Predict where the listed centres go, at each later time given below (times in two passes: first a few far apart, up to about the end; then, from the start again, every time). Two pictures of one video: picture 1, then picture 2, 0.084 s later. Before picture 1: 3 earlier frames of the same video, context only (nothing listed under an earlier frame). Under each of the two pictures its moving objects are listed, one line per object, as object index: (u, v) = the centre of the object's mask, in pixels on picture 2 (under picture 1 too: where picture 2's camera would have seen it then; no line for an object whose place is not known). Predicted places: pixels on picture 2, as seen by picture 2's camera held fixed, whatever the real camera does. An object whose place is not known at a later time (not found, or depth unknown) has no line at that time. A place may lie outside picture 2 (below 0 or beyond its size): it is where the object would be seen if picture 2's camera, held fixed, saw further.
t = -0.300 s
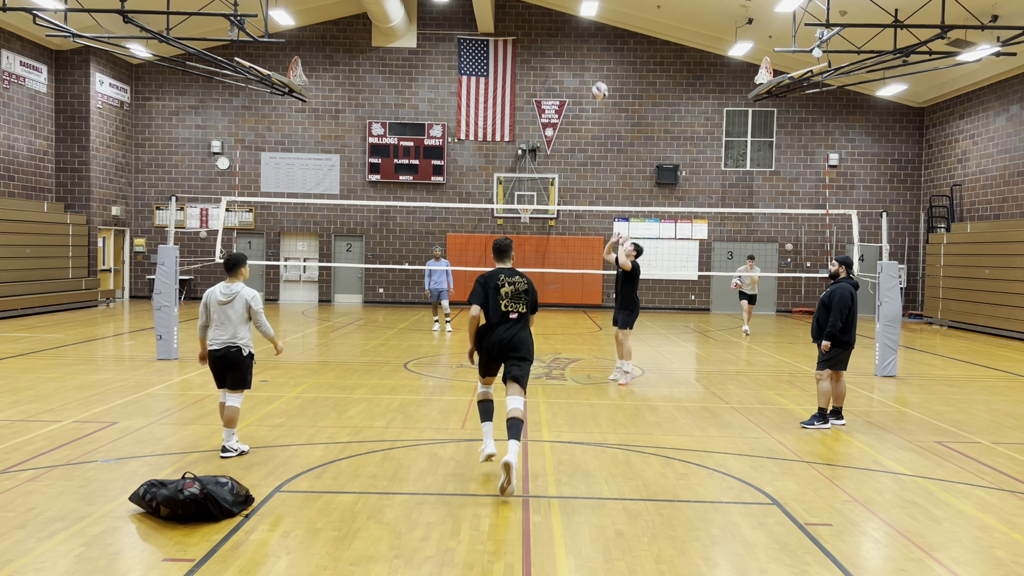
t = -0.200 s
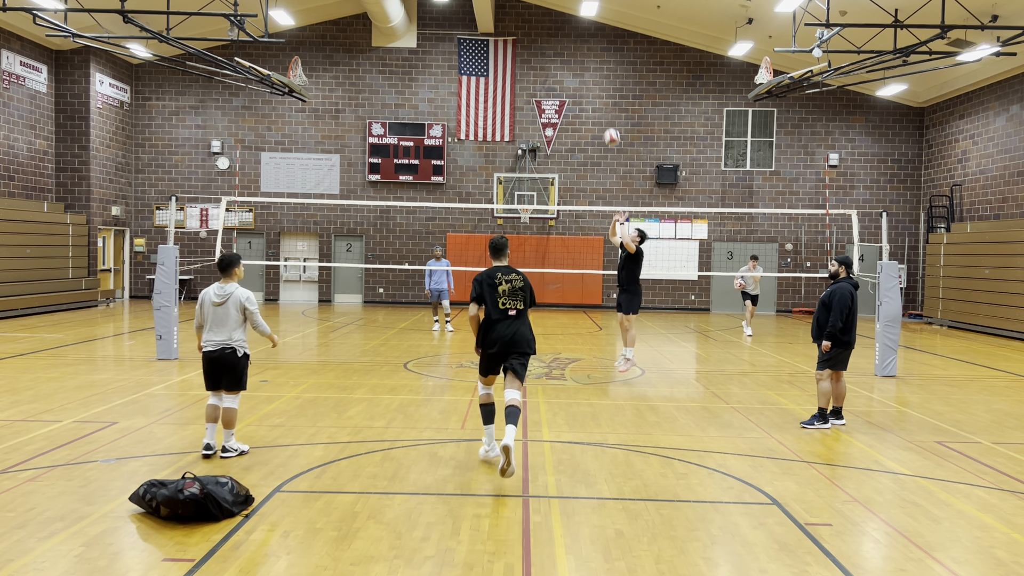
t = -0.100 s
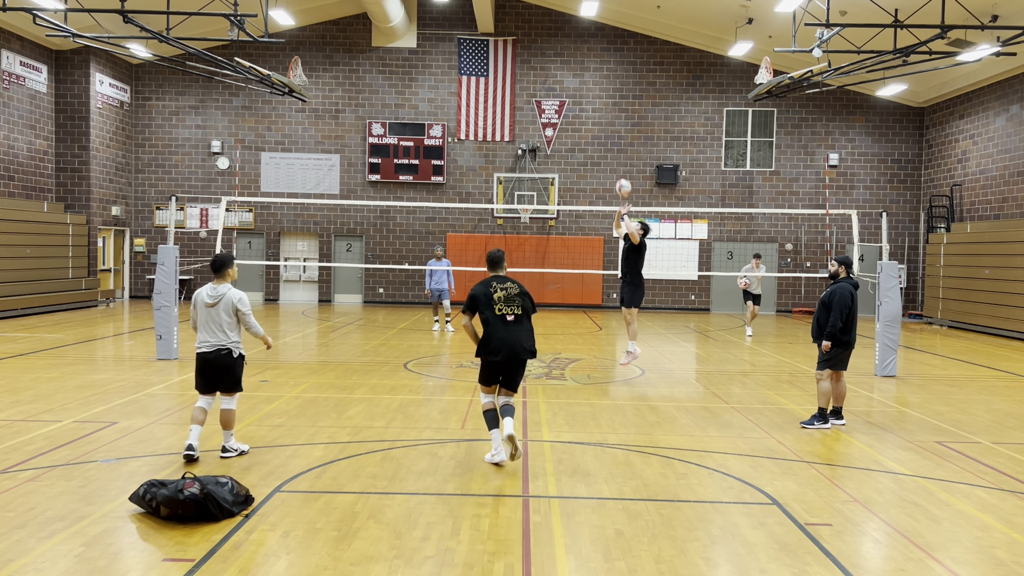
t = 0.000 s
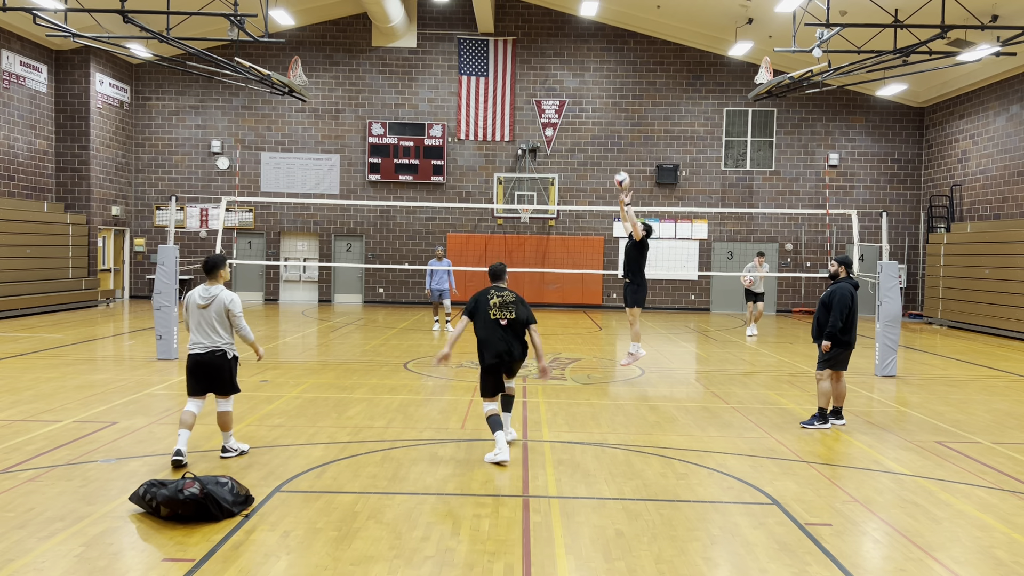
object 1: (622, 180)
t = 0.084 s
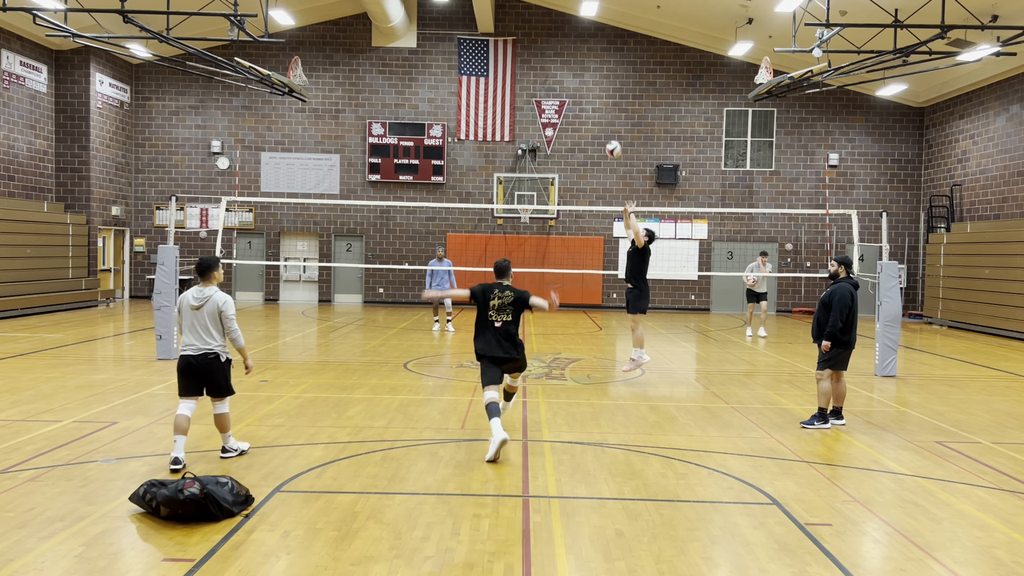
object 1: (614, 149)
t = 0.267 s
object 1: (594, 98)
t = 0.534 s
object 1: (563, 67)
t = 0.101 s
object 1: (612, 144)
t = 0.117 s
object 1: (610, 138)
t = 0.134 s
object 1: (608, 133)
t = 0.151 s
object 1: (606, 128)
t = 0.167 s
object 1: (605, 123)
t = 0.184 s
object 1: (603, 118)
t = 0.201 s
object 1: (601, 113)
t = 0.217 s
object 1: (599, 109)
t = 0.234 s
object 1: (598, 105)
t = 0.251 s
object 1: (596, 101)
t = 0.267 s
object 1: (594, 98)
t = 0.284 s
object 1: (592, 94)
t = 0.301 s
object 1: (590, 91)
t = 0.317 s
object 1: (588, 88)
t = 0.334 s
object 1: (586, 85)
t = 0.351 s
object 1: (584, 82)
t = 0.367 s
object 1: (583, 80)
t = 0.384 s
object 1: (581, 77)
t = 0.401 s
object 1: (579, 75)
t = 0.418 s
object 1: (577, 74)
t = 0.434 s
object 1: (575, 72)
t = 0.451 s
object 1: (573, 71)
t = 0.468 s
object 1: (571, 69)
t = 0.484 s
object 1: (570, 68)
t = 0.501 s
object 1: (567, 68)
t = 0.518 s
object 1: (566, 67)
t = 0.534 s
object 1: (563, 67)
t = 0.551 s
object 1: (562, 67)
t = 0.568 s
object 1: (560, 67)
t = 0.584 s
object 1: (558, 67)
